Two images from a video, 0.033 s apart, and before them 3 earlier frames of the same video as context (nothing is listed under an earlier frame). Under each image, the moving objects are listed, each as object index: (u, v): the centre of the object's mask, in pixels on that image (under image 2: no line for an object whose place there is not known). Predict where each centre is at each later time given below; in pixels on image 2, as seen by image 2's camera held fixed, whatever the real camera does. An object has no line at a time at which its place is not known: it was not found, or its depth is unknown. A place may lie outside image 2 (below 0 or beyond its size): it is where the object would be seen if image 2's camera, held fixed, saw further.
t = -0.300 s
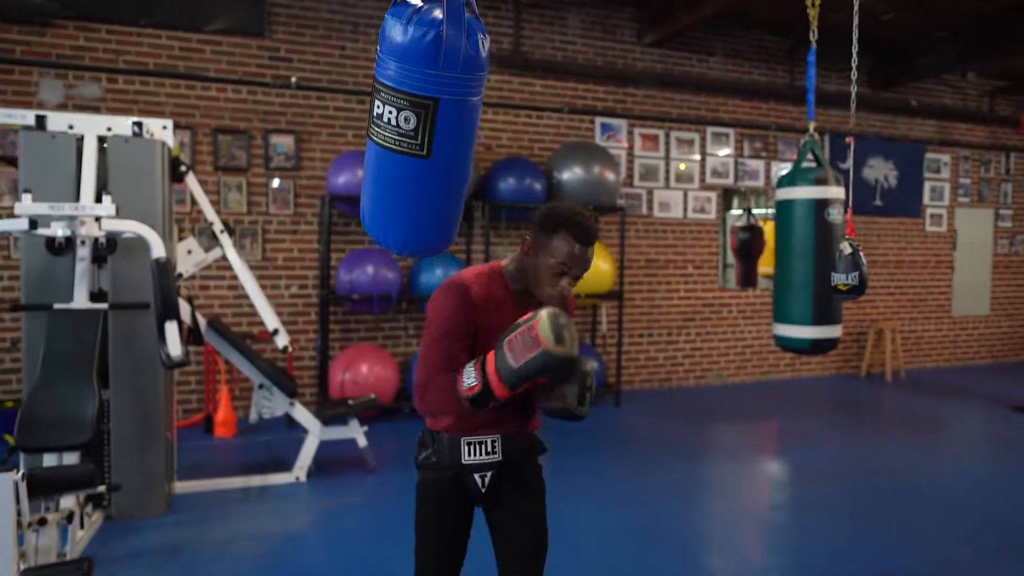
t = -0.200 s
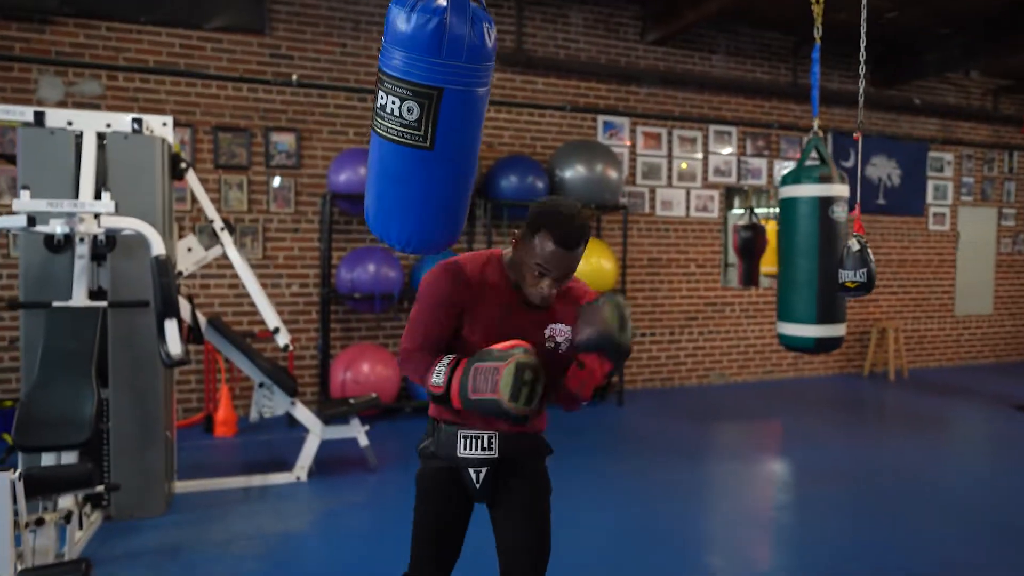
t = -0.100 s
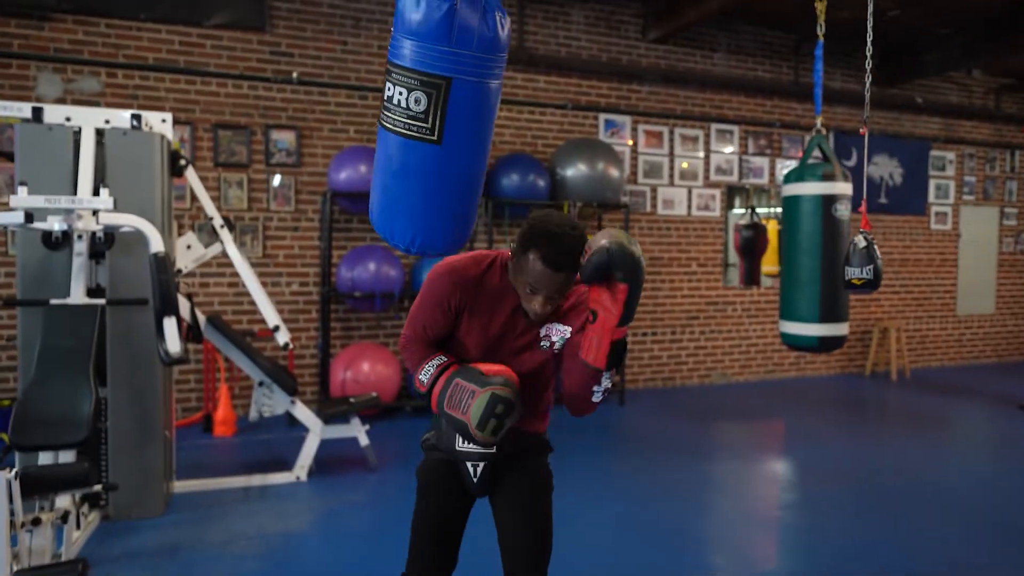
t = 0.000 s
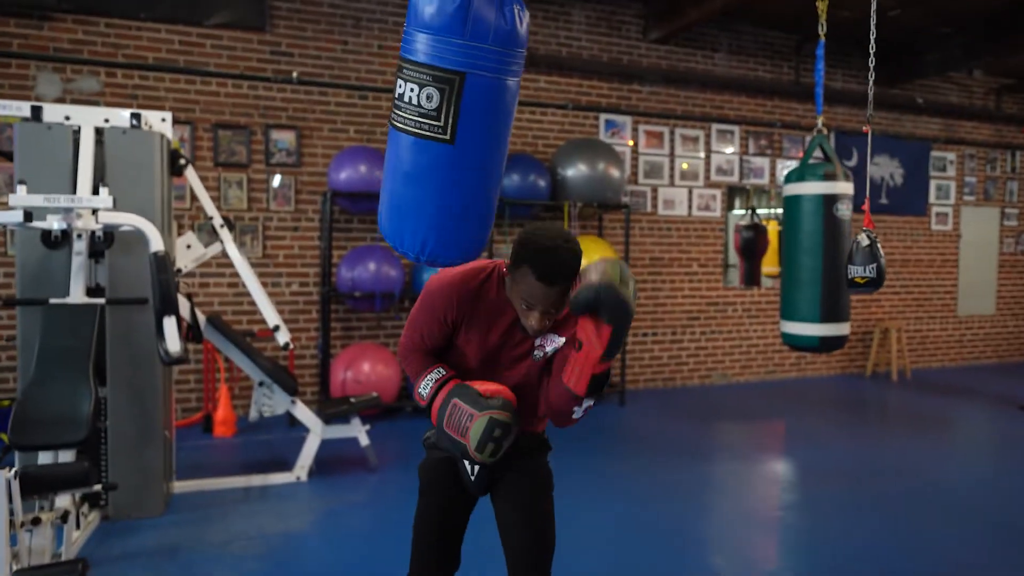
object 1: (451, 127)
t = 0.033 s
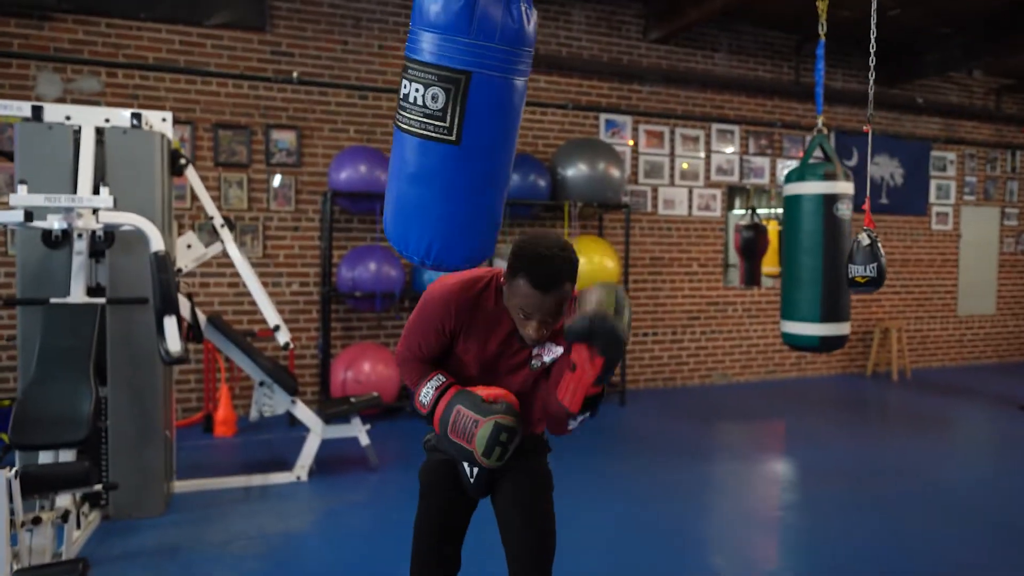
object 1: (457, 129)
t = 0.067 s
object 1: (464, 131)
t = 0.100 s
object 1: (471, 134)
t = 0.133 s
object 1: (479, 137)
